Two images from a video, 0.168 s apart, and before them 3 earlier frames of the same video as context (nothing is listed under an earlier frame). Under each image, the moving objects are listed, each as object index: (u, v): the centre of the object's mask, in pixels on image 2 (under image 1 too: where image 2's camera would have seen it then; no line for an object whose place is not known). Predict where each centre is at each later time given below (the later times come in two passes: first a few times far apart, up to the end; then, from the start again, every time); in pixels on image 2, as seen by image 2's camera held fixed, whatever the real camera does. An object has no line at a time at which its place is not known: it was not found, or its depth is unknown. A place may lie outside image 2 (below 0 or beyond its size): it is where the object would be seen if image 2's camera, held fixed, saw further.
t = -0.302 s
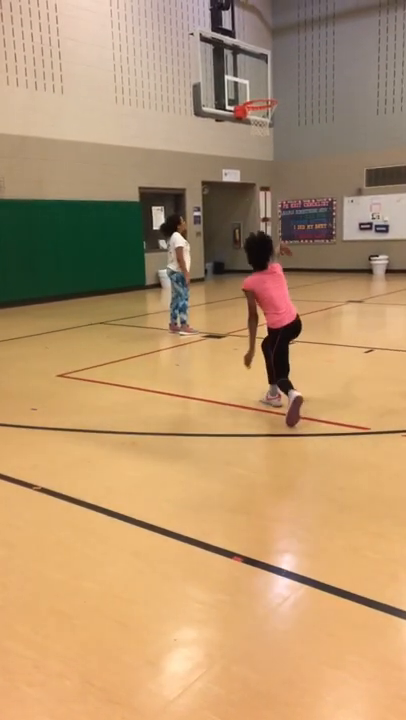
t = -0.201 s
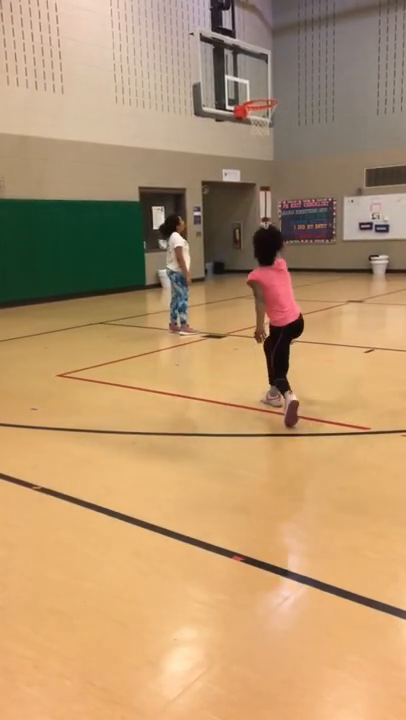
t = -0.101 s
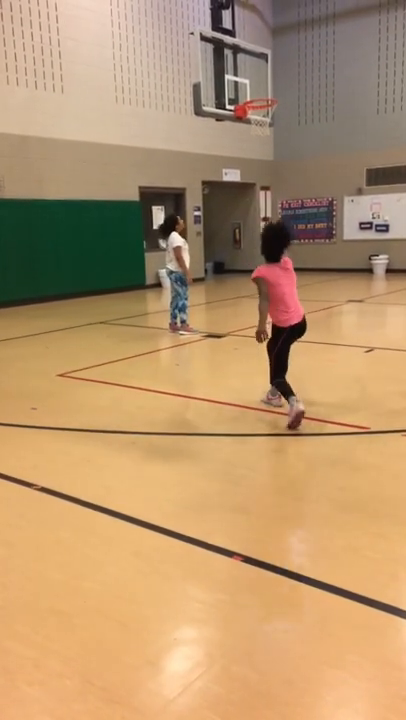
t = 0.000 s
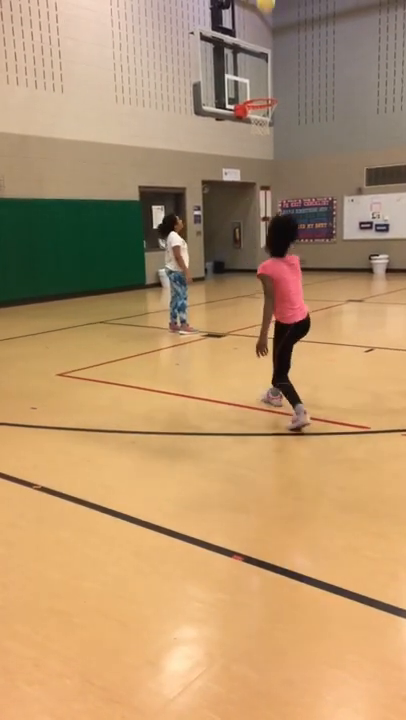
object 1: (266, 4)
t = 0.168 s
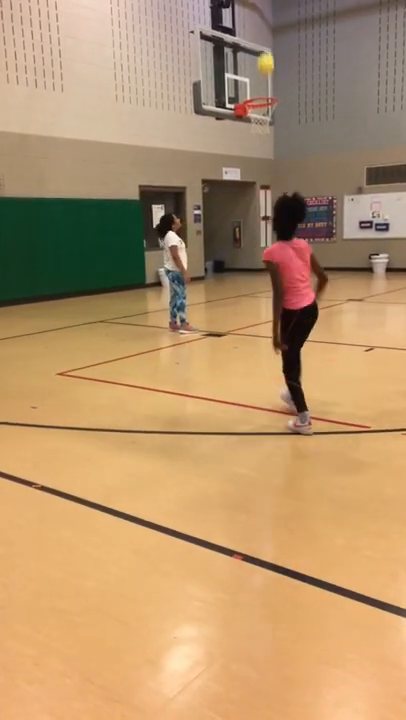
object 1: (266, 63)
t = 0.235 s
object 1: (265, 89)
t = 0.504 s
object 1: (256, 124)
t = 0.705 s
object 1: (247, 155)
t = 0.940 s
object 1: (237, 224)
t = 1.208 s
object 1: (227, 283)
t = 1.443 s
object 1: (217, 225)
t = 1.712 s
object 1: (206, 197)
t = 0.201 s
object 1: (265, 77)
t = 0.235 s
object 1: (265, 89)
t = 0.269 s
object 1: (265, 107)
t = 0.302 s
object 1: (265, 117)
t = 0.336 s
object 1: (265, 119)
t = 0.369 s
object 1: (263, 119)
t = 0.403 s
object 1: (262, 119)
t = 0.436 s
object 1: (259, 120)
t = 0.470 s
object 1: (258, 122)
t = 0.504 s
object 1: (256, 124)
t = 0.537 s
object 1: (254, 127)
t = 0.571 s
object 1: (253, 131)
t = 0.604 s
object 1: (251, 136)
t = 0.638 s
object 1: (250, 142)
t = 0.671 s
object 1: (249, 148)
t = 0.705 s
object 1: (247, 155)
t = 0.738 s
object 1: (245, 163)
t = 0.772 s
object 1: (244, 172)
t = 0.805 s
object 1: (243, 181)
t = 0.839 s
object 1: (241, 191)
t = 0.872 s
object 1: (240, 201)
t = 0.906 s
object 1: (238, 213)
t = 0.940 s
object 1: (237, 224)
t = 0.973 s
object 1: (236, 237)
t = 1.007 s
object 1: (235, 250)
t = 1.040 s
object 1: (234, 262)
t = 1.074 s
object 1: (232, 276)
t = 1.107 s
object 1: (231, 290)
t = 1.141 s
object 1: (230, 304)
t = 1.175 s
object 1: (228, 293)
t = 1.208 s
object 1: (227, 283)
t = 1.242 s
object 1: (225, 274)
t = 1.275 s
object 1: (224, 264)
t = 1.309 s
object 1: (222, 255)
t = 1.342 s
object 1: (221, 246)
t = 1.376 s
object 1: (220, 238)
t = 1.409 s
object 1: (218, 231)
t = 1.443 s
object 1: (217, 225)
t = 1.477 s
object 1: (215, 219)
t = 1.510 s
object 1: (214, 213)
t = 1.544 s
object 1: (212, 209)
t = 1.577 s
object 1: (211, 205)
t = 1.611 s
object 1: (210, 202)
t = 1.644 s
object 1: (209, 200)
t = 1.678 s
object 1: (207, 198)
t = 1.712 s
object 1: (206, 197)
